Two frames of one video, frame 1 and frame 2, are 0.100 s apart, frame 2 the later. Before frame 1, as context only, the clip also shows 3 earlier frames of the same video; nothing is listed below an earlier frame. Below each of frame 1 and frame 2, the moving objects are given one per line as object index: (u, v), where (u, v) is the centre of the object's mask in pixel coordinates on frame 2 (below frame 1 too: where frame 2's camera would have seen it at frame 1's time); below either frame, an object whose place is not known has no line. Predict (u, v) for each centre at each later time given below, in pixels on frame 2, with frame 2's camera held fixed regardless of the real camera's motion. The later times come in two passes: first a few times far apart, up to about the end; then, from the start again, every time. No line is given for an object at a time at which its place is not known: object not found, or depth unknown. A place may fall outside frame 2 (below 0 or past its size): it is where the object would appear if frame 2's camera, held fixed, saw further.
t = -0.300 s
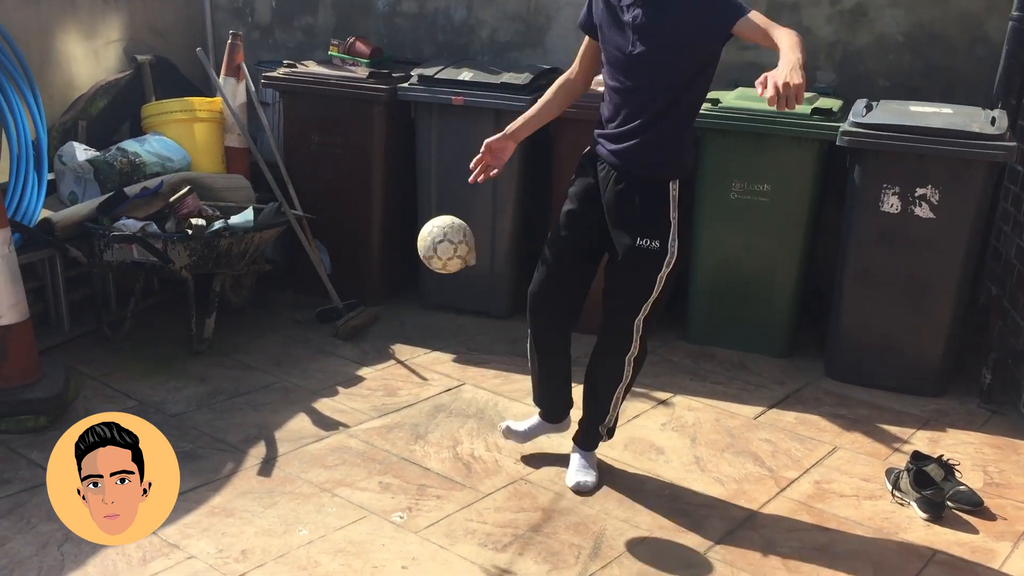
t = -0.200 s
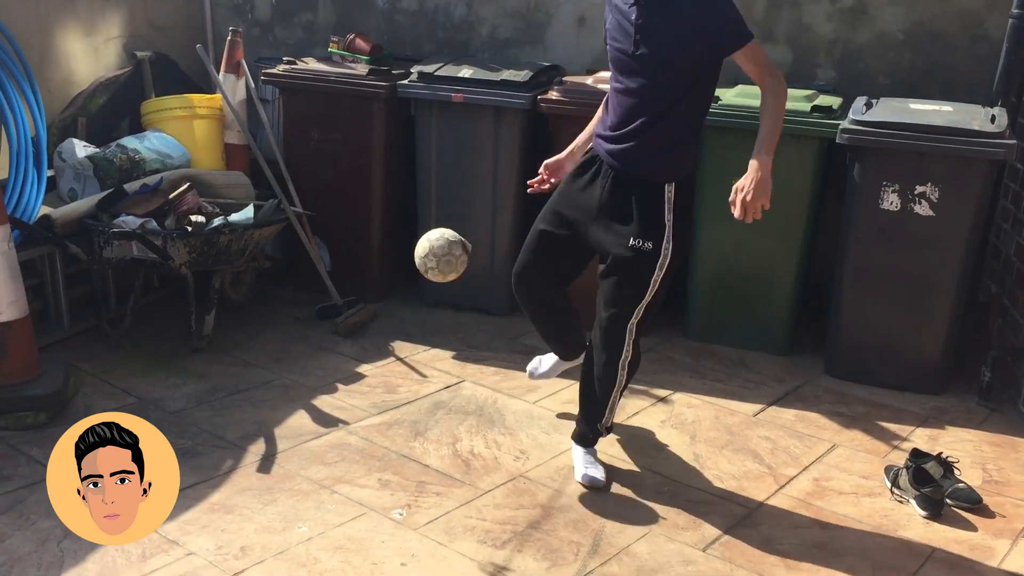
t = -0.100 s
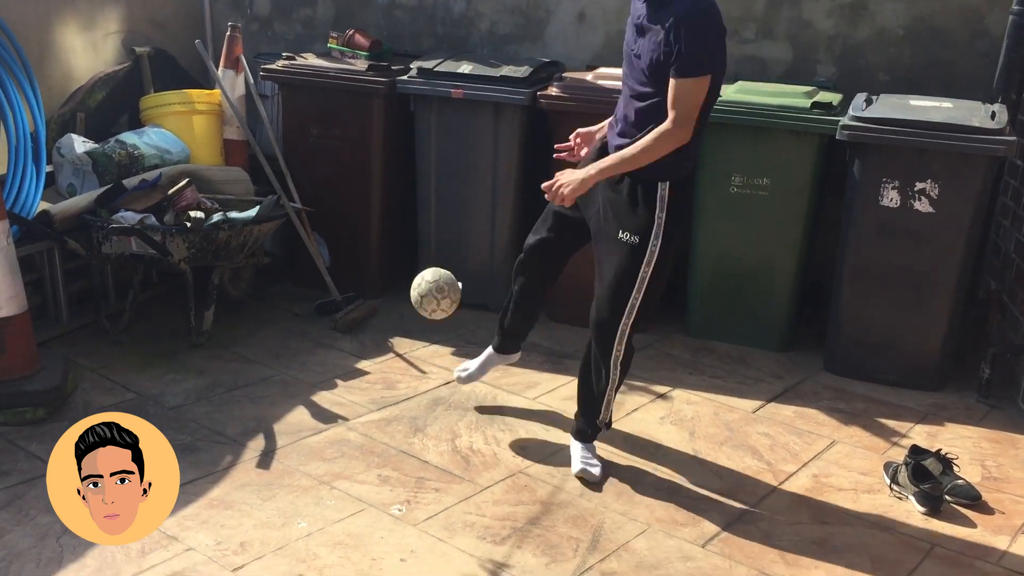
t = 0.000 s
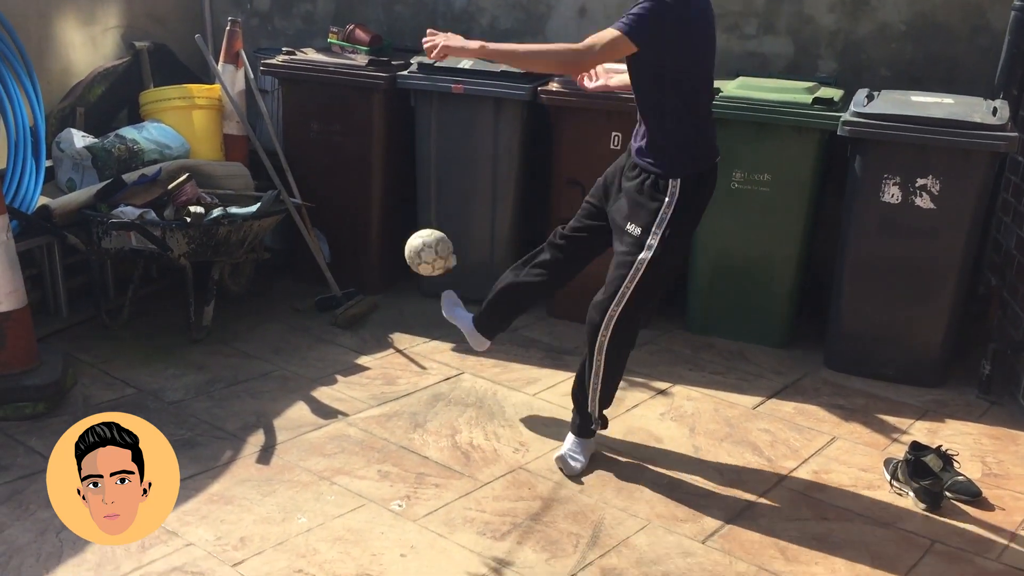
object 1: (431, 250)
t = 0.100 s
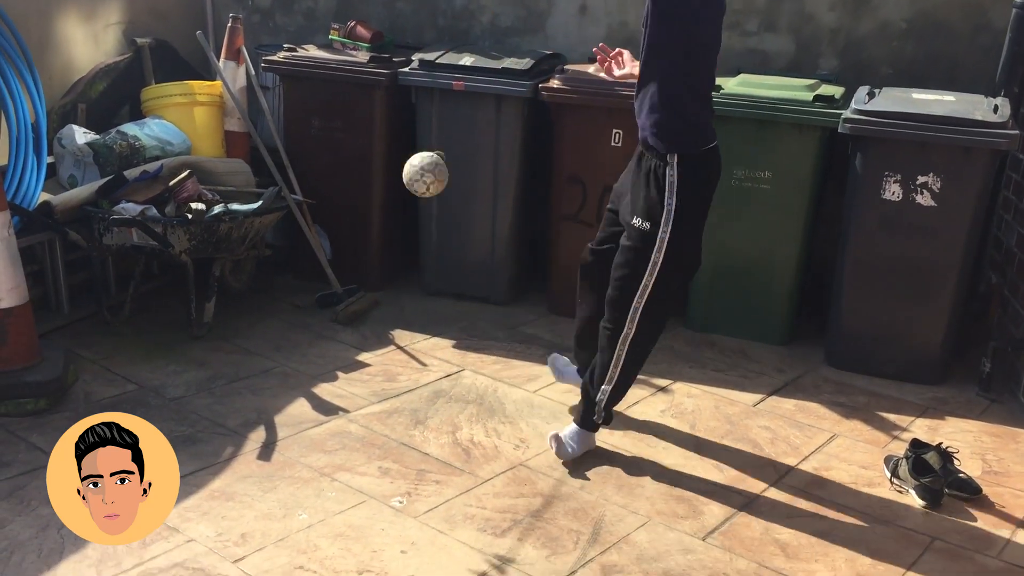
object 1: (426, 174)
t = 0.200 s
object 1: (421, 131)
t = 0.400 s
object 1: (396, 125)
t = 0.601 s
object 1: (343, 204)
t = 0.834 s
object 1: (289, 285)
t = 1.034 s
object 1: (250, 312)
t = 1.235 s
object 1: (228, 318)
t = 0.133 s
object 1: (424, 157)
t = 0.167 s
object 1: (422, 142)
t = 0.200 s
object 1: (421, 131)
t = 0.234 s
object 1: (420, 124)
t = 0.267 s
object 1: (417, 119)
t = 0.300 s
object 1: (415, 117)
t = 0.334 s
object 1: (413, 119)
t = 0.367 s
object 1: (409, 120)
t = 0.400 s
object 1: (396, 125)
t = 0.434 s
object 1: (386, 132)
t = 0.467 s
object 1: (377, 140)
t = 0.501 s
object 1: (369, 152)
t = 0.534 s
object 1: (360, 166)
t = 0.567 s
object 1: (351, 183)
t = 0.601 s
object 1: (343, 204)
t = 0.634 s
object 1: (335, 226)
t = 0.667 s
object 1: (326, 253)
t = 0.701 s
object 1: (317, 282)
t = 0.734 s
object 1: (308, 304)
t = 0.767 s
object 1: (302, 296)
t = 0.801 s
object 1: (295, 289)
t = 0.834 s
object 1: (289, 285)
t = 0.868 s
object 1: (282, 283)
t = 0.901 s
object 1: (275, 284)
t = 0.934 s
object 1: (269, 288)
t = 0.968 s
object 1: (262, 295)
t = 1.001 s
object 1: (256, 303)
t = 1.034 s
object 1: (250, 312)
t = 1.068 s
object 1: (244, 309)
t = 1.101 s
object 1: (237, 308)
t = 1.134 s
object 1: (230, 308)
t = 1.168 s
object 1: (229, 309)
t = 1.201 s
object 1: (228, 313)
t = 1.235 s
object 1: (228, 318)
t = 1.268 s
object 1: (227, 318)
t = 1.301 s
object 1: (228, 318)
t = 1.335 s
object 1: (227, 321)
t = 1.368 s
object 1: (227, 322)
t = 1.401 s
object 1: (226, 323)
